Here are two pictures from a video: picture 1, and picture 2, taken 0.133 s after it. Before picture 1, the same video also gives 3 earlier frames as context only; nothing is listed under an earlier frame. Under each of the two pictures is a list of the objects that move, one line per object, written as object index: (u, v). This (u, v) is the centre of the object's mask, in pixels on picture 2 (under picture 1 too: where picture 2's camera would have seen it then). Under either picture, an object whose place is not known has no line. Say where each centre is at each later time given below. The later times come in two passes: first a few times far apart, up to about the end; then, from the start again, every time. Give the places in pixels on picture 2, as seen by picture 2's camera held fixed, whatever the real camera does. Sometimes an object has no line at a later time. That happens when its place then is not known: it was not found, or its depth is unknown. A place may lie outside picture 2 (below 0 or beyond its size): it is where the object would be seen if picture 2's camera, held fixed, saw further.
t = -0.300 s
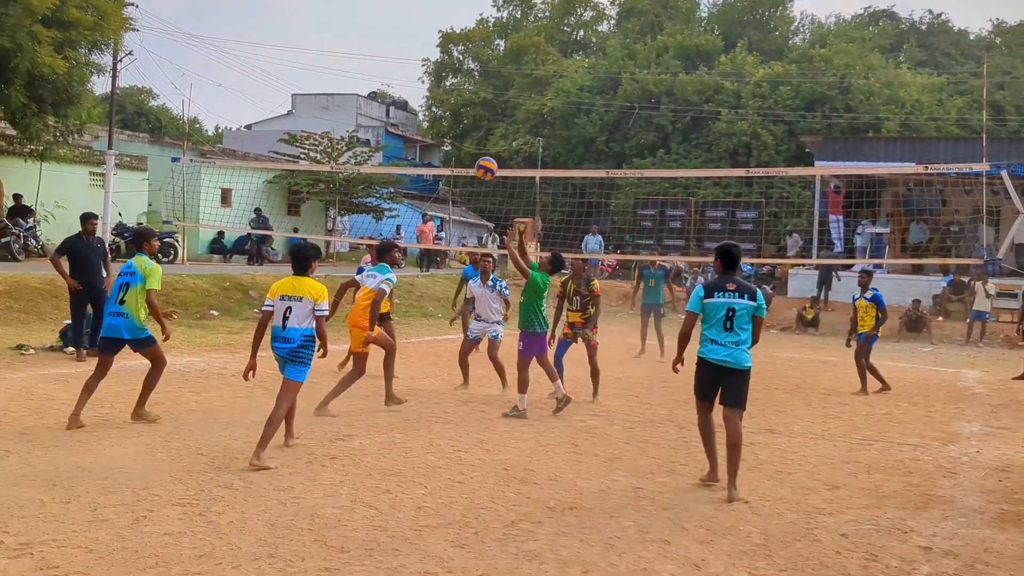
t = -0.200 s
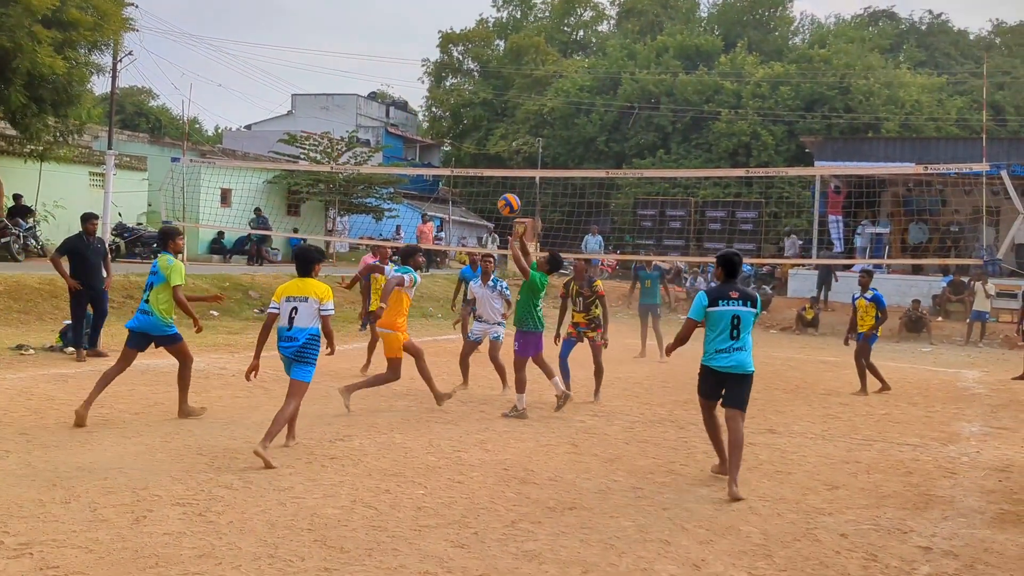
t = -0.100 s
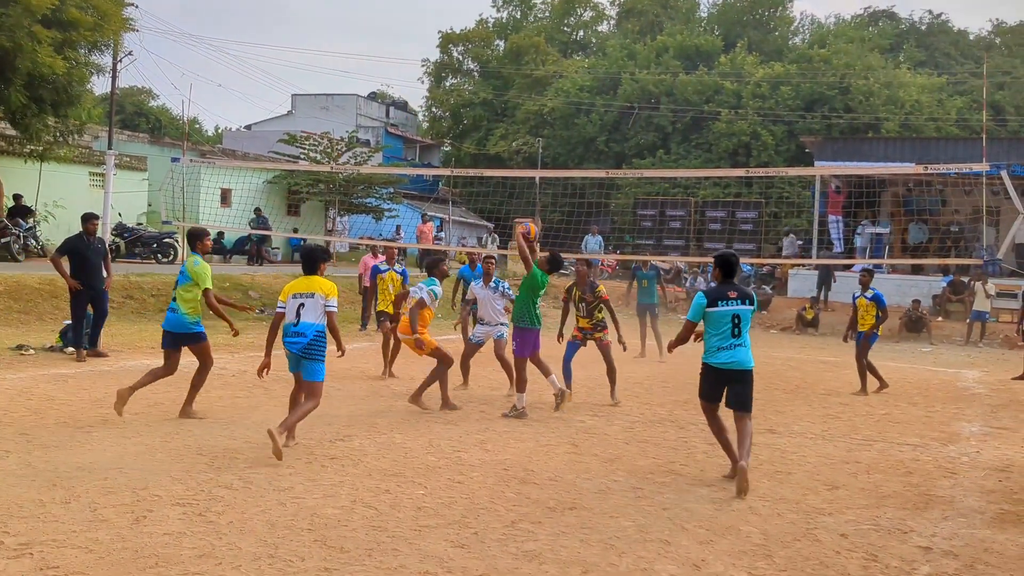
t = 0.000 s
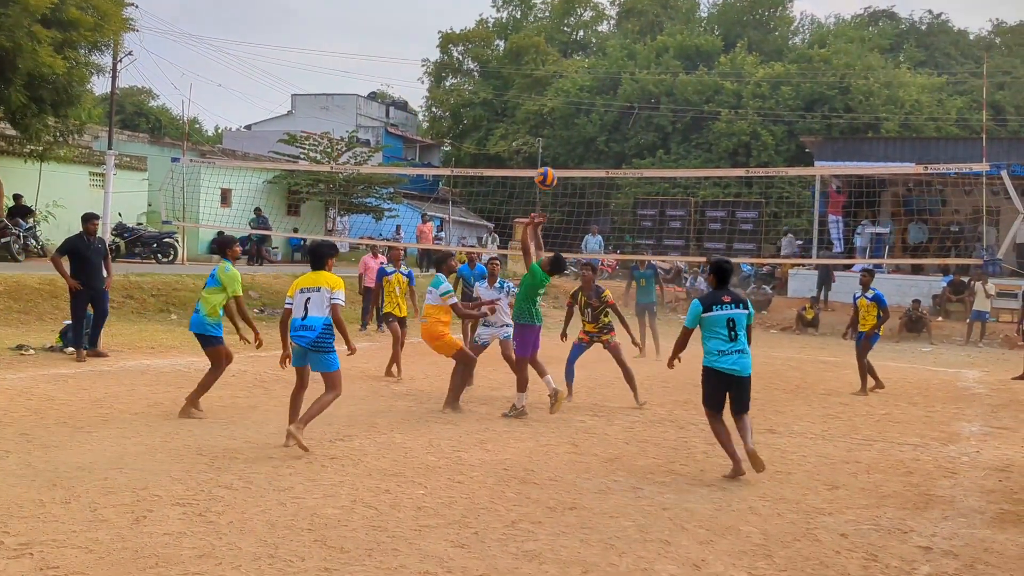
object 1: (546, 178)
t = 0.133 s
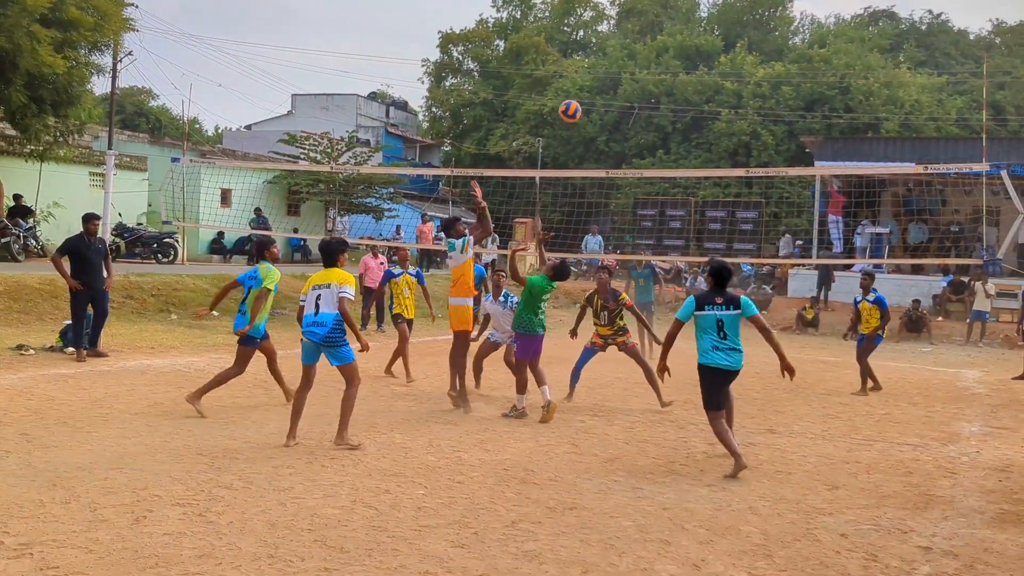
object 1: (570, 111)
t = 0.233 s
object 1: (588, 73)
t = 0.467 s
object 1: (629, 23)
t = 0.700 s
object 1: (667, 30)
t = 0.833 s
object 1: (688, 60)
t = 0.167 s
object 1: (576, 97)
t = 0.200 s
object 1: (582, 85)
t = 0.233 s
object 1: (588, 73)
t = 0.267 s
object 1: (594, 62)
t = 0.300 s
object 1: (600, 53)
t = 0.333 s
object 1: (606, 45)
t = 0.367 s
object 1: (612, 38)
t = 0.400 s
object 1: (618, 32)
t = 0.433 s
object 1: (623, 27)
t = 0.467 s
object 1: (629, 23)
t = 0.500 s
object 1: (635, 21)
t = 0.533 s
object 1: (640, 20)
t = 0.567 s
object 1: (646, 19)
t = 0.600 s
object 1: (651, 20)
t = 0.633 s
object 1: (657, 22)
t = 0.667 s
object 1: (662, 26)
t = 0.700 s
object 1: (667, 30)
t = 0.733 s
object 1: (673, 36)
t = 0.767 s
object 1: (678, 43)
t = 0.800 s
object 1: (683, 51)
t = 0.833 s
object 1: (688, 60)
